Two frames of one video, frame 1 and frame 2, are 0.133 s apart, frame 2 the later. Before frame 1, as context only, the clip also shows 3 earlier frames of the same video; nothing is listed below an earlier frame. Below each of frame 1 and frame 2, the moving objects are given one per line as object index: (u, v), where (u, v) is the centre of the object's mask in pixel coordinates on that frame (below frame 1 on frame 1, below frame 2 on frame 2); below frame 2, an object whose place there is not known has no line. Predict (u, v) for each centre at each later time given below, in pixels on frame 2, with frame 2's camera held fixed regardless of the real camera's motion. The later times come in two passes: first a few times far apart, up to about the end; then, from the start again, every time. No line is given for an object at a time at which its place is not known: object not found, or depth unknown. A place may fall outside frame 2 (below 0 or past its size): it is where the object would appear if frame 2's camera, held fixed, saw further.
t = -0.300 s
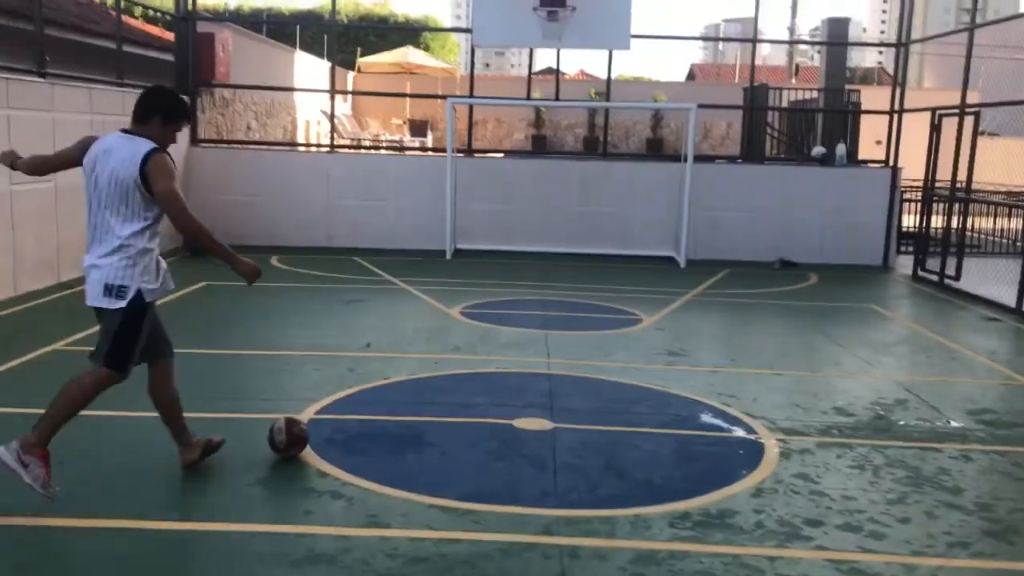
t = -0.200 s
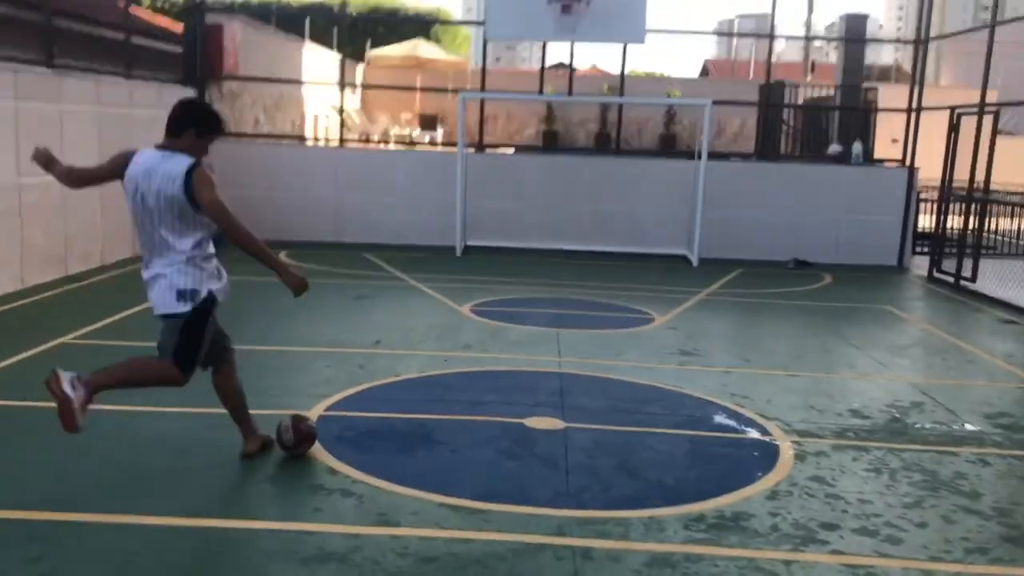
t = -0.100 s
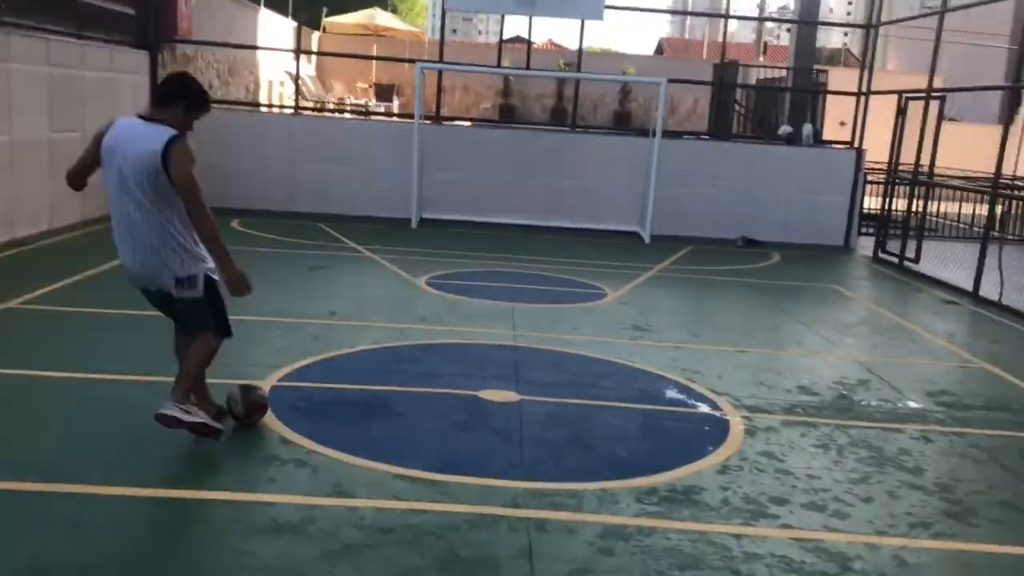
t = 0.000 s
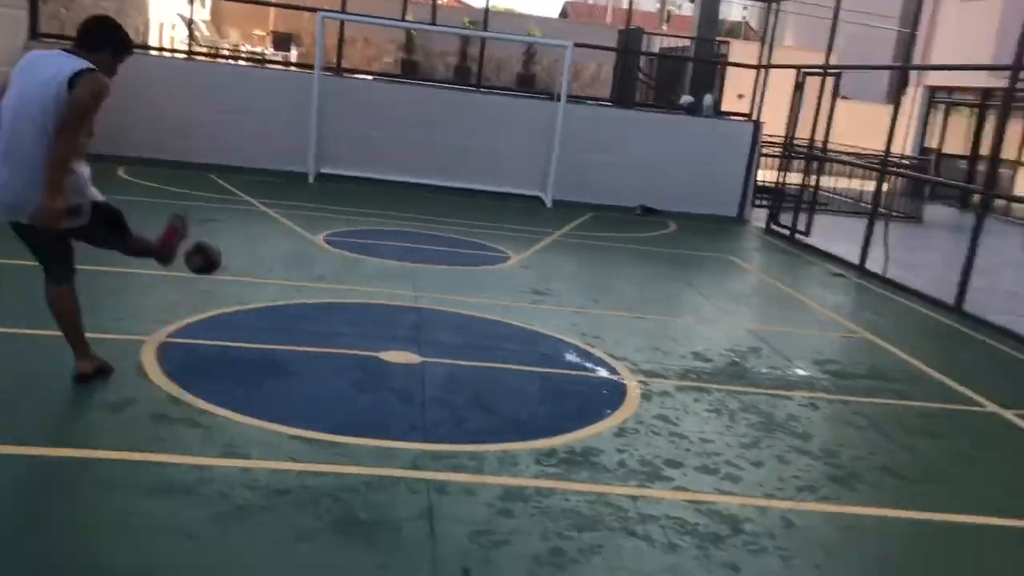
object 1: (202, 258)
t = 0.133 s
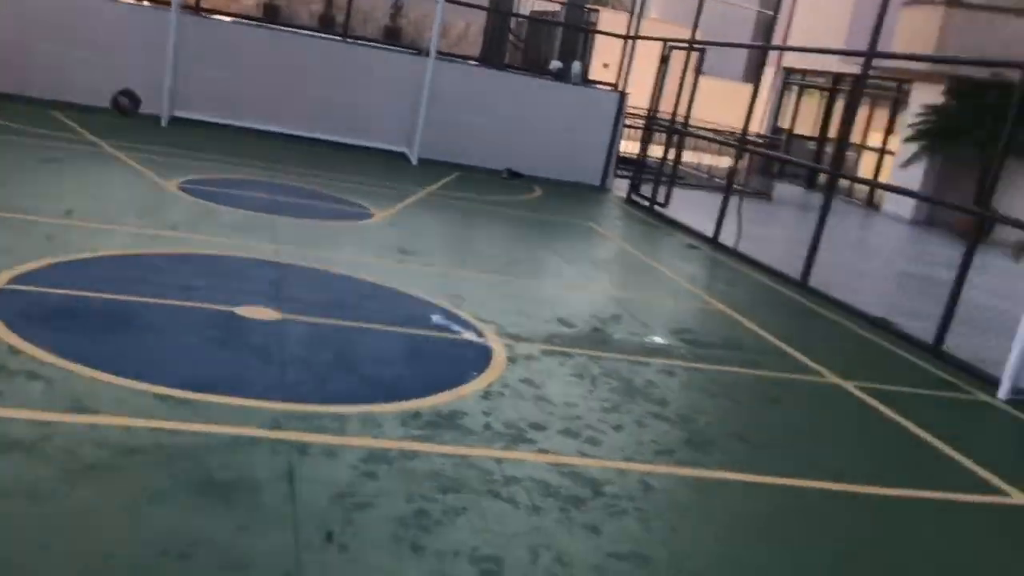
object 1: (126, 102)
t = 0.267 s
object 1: (171, 61)
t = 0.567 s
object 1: (210, 55)
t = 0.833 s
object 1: (250, 131)
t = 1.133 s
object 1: (303, 126)
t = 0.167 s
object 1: (140, 88)
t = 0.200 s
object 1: (152, 77)
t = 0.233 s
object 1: (162, 68)
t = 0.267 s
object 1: (171, 61)
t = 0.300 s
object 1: (181, 56)
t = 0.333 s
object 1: (187, 51)
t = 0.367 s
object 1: (193, 49)
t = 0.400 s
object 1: (197, 49)
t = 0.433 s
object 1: (200, 47)
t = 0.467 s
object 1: (204, 49)
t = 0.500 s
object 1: (206, 50)
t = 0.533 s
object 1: (207, 51)
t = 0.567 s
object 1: (210, 55)
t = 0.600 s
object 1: (212, 58)
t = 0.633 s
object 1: (215, 66)
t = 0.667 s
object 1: (221, 77)
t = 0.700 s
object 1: (227, 89)
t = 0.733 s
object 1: (233, 102)
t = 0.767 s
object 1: (239, 118)
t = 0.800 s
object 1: (244, 137)
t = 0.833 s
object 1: (250, 131)
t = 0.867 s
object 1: (256, 127)
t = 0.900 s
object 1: (262, 123)
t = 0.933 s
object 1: (268, 120)
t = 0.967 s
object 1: (274, 119)
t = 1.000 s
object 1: (280, 118)
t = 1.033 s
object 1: (286, 118)
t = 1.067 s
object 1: (291, 120)
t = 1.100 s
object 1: (297, 123)
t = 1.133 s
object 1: (303, 126)
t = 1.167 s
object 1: (309, 130)
